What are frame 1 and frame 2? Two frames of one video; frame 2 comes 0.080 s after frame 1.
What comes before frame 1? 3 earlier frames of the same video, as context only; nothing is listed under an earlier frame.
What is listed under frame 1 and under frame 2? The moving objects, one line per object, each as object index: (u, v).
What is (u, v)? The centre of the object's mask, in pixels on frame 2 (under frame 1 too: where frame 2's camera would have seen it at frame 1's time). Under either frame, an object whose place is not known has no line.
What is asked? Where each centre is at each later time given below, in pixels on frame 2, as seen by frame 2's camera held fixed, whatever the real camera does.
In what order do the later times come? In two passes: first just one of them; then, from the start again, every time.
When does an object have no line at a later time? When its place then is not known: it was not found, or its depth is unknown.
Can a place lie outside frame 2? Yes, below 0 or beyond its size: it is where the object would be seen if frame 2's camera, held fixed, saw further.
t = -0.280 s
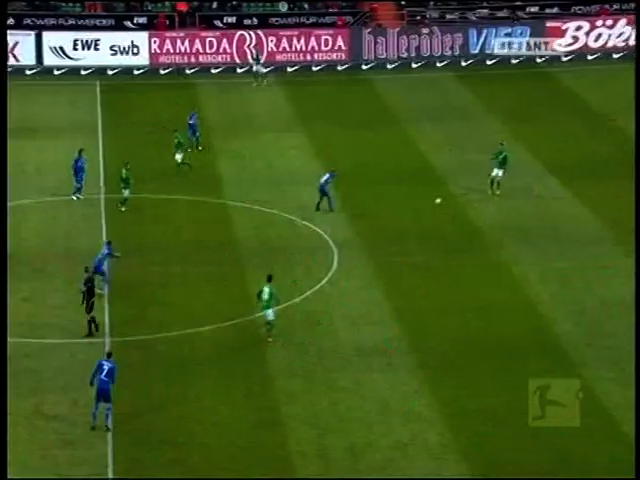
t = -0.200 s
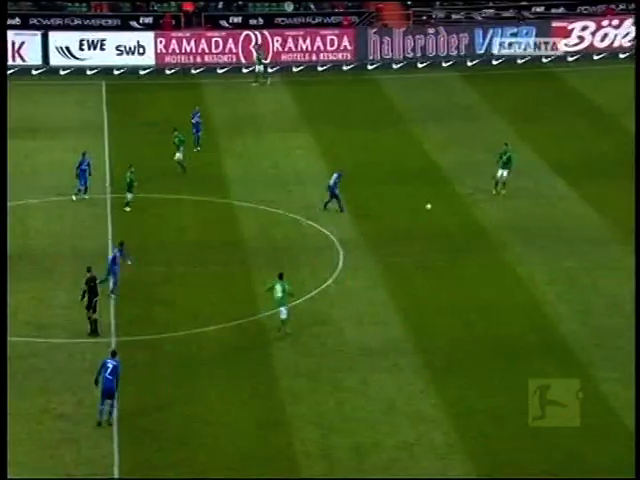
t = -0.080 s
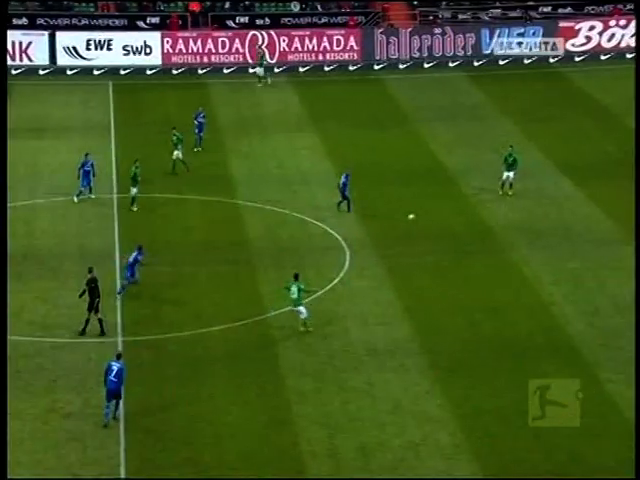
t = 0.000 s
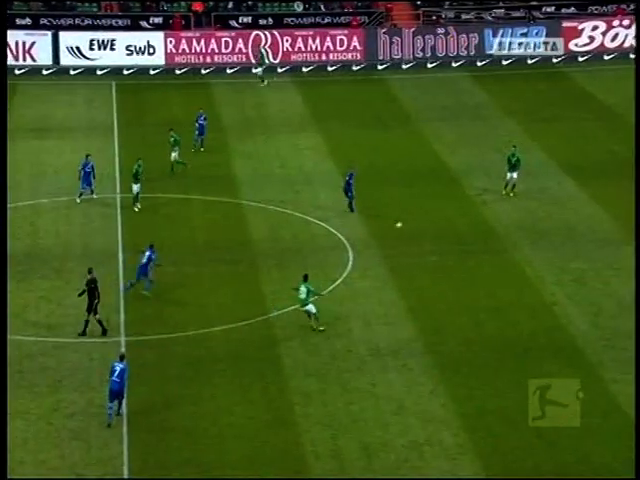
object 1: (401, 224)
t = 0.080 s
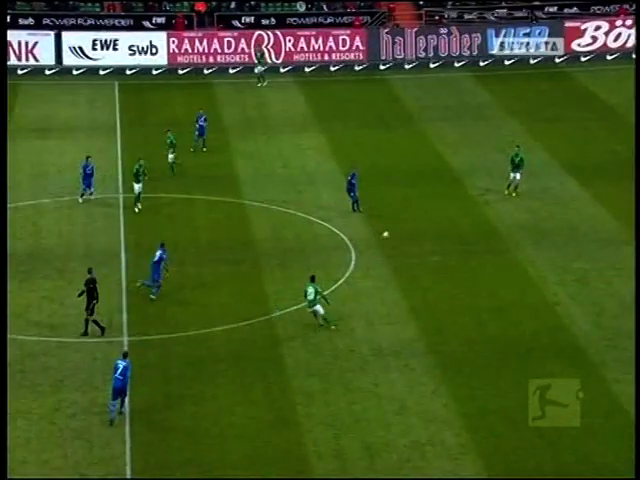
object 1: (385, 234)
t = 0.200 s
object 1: (361, 250)
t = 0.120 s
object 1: (378, 240)
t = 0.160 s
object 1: (369, 245)
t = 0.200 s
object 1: (361, 250)
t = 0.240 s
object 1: (354, 257)
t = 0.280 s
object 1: (347, 262)
